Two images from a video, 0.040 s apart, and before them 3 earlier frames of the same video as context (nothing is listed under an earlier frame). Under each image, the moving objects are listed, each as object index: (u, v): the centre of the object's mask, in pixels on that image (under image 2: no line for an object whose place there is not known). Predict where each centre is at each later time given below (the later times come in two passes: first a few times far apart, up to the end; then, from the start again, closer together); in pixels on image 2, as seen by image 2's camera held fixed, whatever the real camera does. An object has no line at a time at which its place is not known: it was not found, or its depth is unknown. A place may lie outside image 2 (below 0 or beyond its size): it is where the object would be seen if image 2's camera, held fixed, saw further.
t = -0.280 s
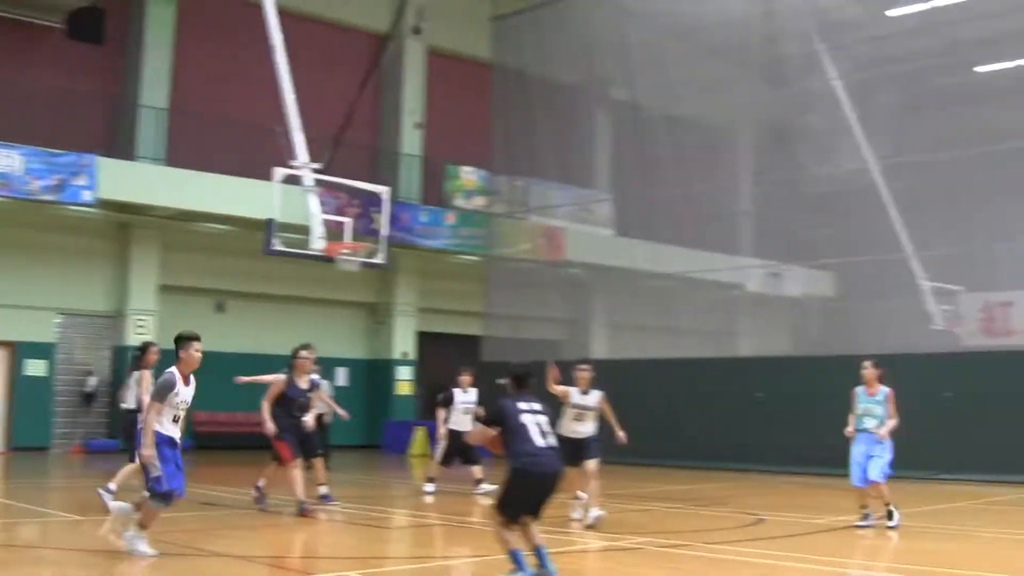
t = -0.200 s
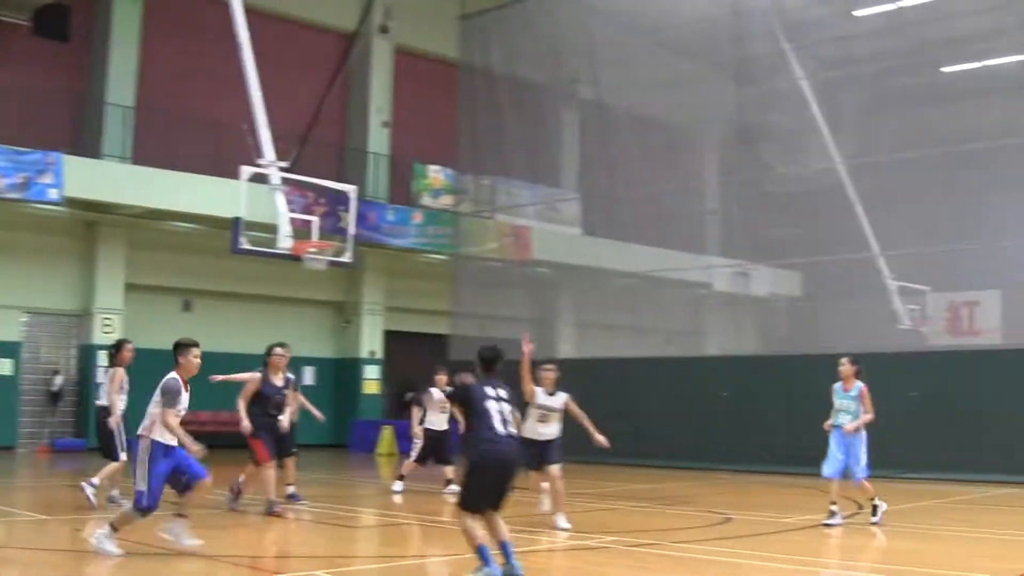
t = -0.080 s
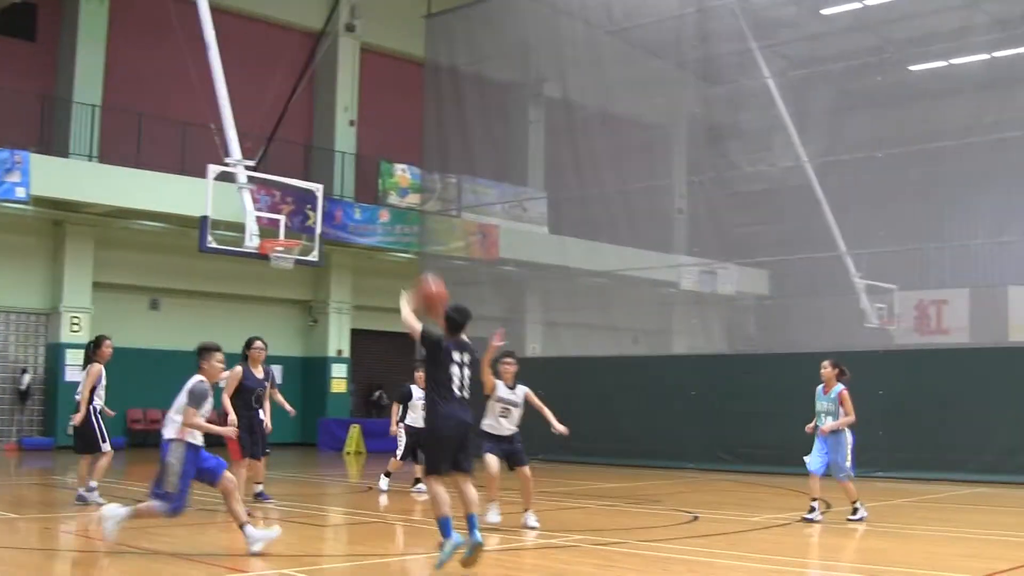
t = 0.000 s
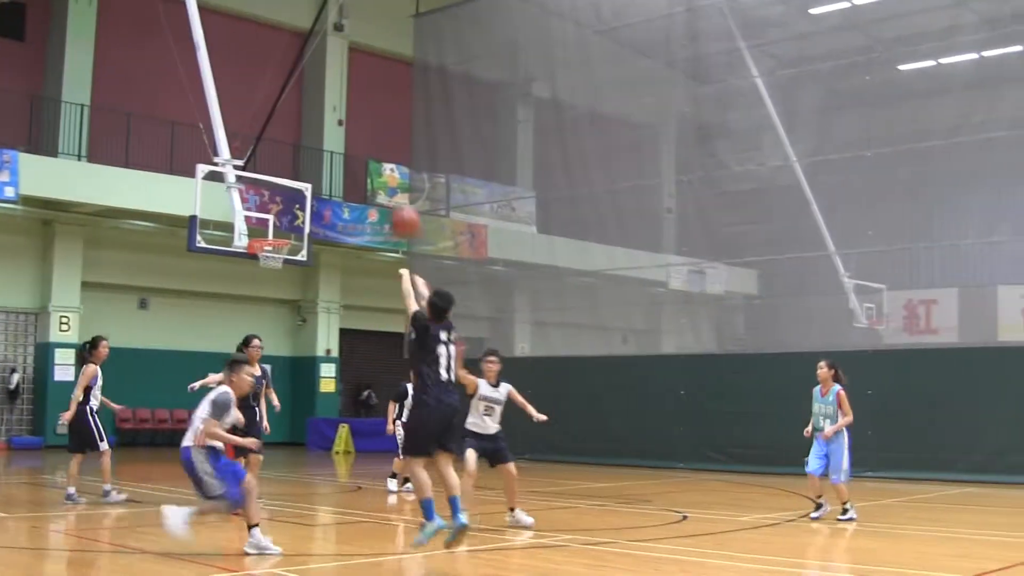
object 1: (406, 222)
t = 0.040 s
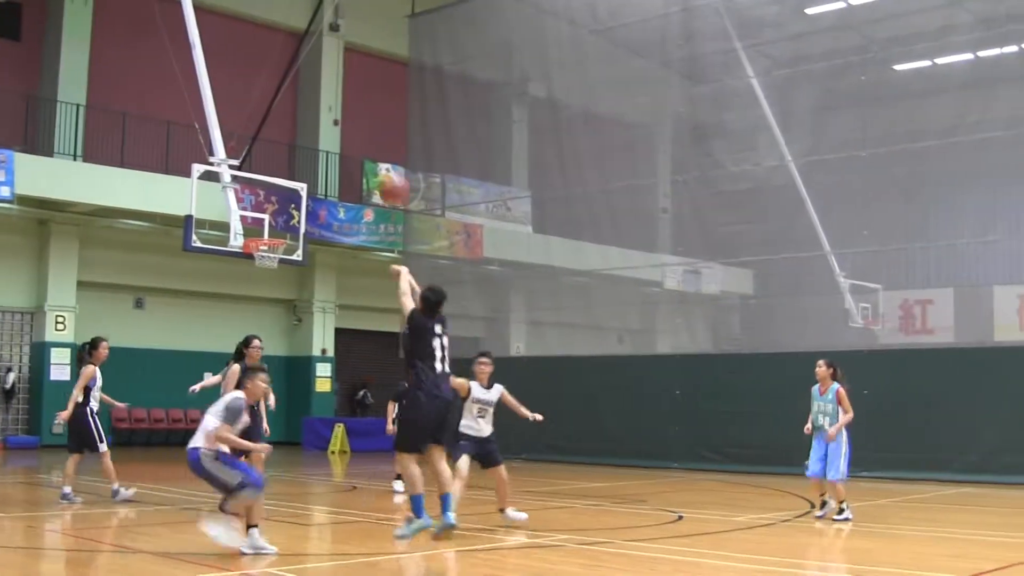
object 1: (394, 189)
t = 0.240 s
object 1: (367, 84)
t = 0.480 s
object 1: (341, 37)
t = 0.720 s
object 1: (320, 48)
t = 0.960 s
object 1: (301, 103)
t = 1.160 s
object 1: (287, 175)
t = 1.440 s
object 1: (253, 250)
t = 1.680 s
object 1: (281, 268)
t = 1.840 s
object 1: (299, 304)
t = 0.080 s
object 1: (388, 158)
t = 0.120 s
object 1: (383, 137)
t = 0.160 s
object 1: (377, 117)
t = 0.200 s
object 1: (372, 99)
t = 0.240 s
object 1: (367, 84)
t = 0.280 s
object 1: (363, 70)
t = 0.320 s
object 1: (358, 59)
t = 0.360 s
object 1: (354, 50)
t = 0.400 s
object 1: (349, 45)
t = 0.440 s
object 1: (346, 40)
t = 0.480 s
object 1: (341, 37)
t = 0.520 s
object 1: (337, 36)
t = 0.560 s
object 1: (334, 36)
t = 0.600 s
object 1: (331, 37)
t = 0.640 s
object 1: (327, 39)
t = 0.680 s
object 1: (323, 43)
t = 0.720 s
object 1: (320, 48)
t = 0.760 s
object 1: (317, 54)
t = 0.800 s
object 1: (313, 61)
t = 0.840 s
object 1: (310, 70)
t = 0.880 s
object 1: (307, 79)
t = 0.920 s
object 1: (304, 91)
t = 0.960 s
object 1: (301, 103)
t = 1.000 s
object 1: (298, 116)
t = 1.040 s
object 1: (296, 128)
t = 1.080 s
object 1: (293, 143)
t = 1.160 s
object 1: (287, 175)
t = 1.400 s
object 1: (254, 249)
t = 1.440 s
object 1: (253, 250)
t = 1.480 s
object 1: (255, 249)
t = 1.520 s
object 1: (255, 250)
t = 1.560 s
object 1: (265, 257)
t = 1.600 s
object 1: (272, 260)
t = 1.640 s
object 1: (277, 263)
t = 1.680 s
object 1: (281, 268)
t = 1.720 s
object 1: (286, 275)
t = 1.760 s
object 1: (291, 283)
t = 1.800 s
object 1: (295, 293)
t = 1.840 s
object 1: (299, 304)
